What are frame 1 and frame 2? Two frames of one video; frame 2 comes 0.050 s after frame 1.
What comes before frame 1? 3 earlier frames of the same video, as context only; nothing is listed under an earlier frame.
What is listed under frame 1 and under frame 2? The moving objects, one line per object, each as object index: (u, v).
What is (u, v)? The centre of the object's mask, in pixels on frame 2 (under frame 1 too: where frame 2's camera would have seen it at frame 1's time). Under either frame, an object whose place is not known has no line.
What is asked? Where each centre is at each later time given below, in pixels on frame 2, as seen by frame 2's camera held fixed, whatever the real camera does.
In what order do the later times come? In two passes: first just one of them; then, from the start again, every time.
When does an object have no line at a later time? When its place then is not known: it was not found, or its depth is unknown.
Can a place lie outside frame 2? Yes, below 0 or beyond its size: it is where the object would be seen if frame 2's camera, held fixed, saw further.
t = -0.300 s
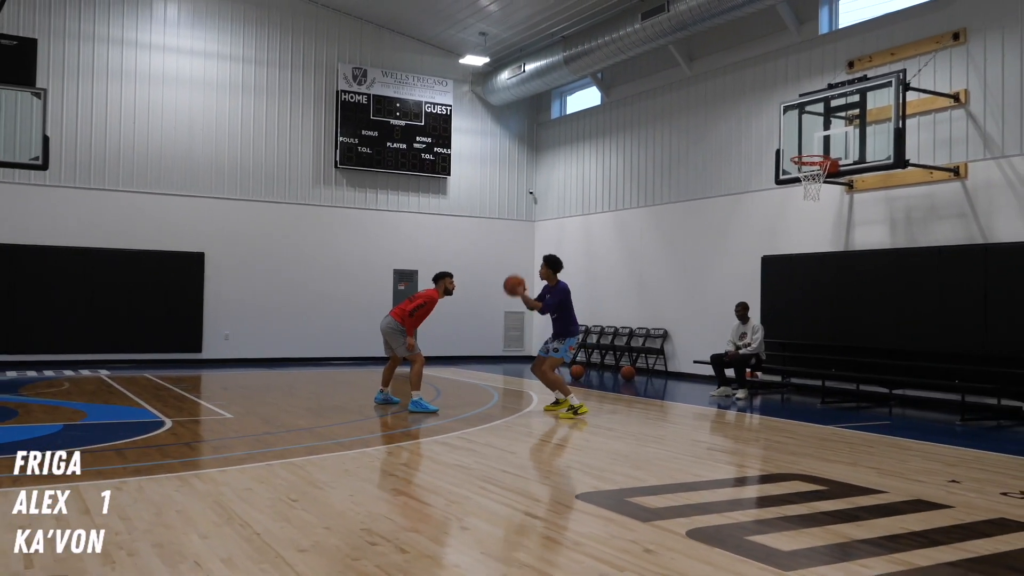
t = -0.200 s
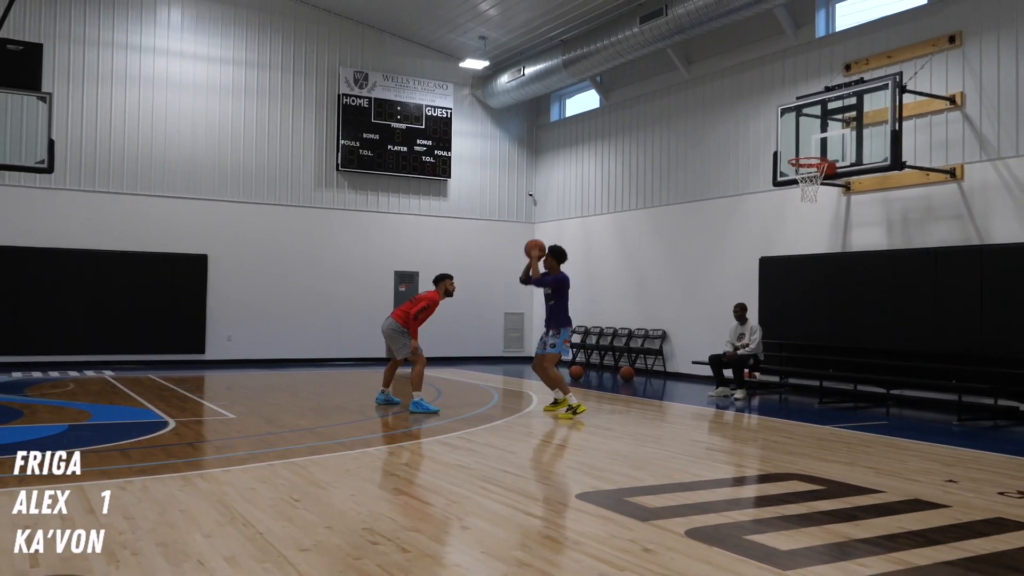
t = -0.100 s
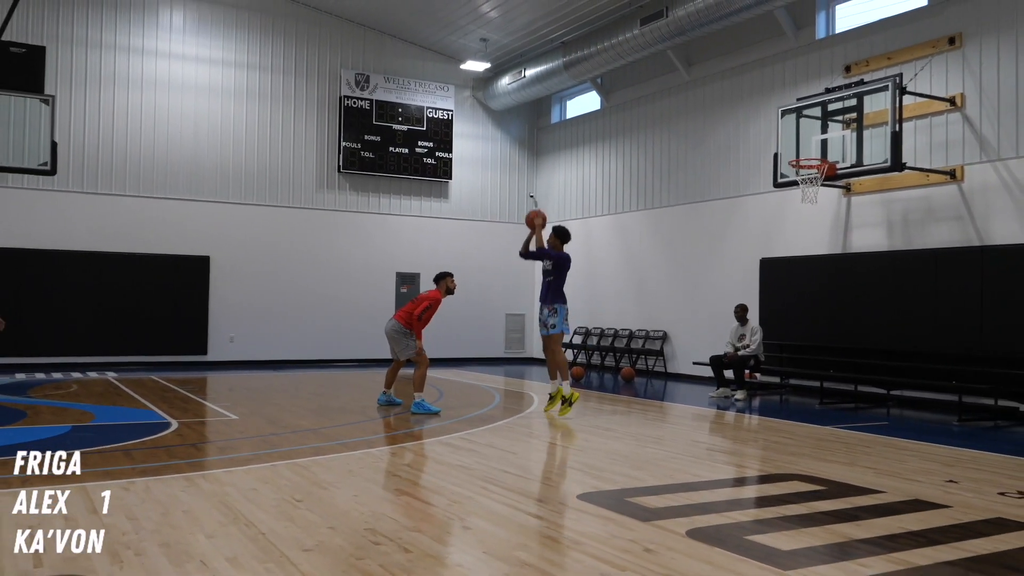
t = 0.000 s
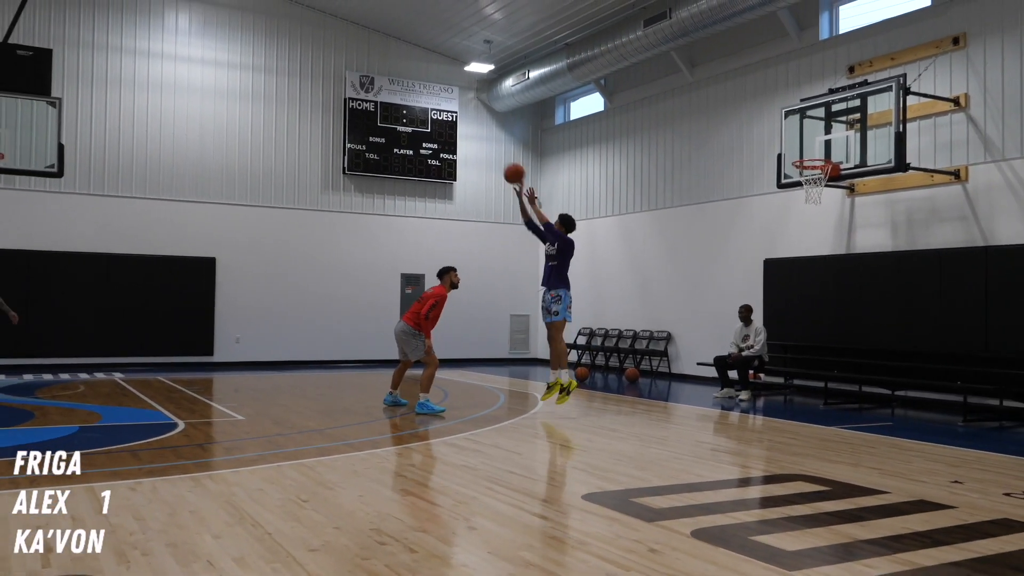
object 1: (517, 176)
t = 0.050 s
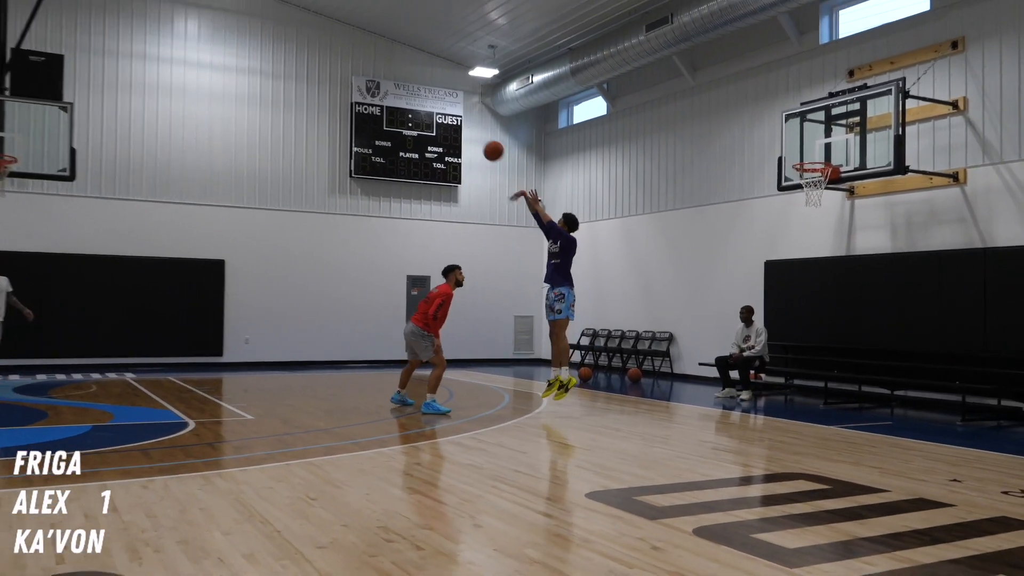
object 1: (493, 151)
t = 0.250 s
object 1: (407, 69)
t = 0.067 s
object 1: (486, 142)
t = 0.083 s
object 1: (479, 134)
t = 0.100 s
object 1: (471, 126)
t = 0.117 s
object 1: (464, 119)
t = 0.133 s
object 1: (457, 112)
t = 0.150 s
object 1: (450, 105)
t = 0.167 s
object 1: (442, 99)
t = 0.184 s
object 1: (435, 92)
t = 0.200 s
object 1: (428, 86)
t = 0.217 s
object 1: (421, 81)
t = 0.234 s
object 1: (414, 75)
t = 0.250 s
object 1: (407, 69)
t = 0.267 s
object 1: (400, 63)
